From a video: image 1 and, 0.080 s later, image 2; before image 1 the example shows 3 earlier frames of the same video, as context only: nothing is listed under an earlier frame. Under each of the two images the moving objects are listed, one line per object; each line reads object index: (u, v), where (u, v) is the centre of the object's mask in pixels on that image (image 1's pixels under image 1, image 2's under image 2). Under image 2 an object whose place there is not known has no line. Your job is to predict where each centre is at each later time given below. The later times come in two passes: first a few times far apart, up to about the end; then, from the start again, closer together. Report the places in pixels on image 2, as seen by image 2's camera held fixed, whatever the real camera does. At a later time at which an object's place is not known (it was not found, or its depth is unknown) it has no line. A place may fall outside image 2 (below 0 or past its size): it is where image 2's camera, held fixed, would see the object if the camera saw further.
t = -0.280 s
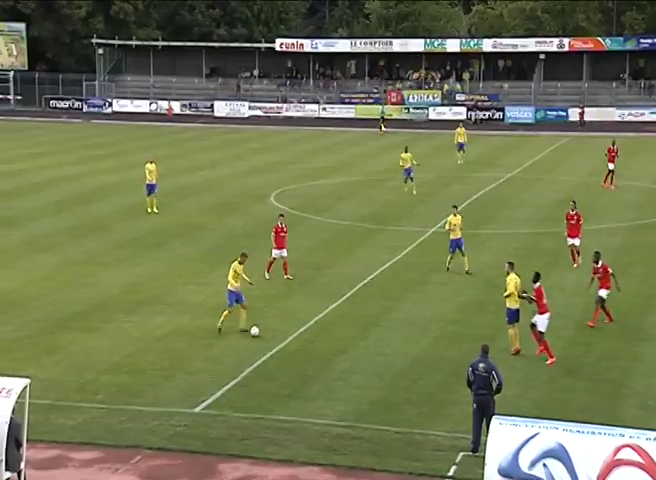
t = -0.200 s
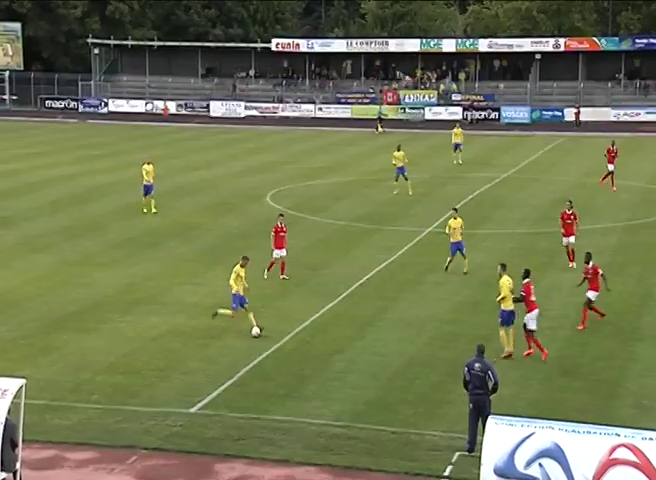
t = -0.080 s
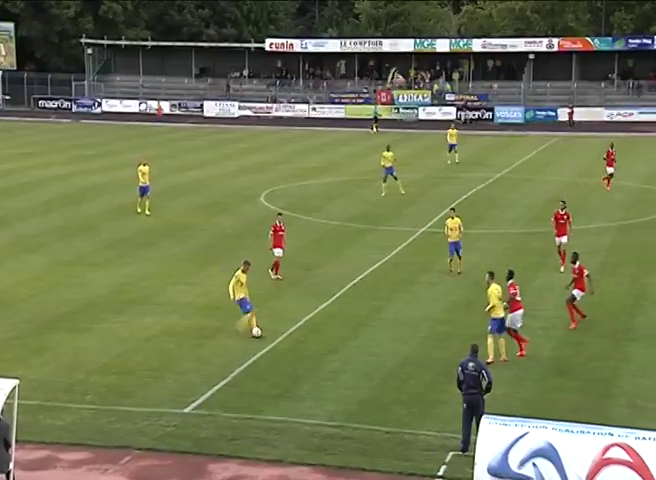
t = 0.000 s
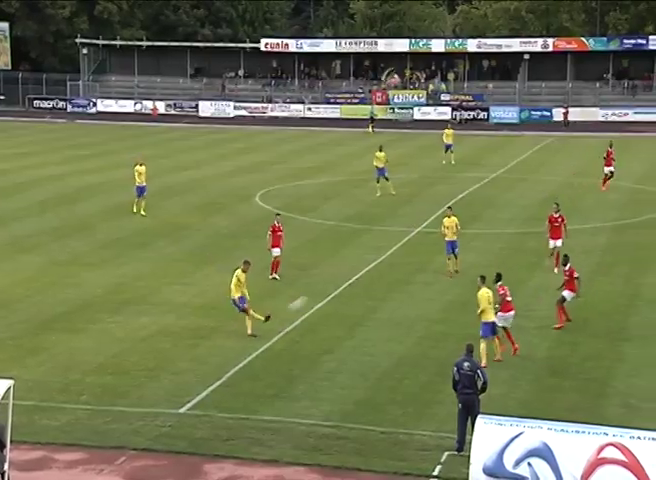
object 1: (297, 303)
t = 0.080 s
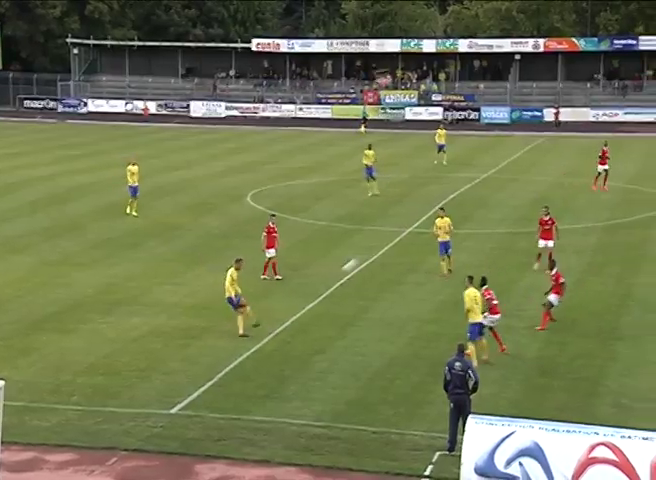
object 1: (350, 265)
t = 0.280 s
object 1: (490, 180)
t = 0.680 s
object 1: (739, 51)
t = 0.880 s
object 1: (850, 4)
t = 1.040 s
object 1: (937, -21)
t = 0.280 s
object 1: (490, 180)
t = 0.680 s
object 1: (739, 51)
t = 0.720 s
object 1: (760, 38)
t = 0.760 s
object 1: (784, 29)
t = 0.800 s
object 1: (807, 20)
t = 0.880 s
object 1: (850, 4)
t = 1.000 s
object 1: (915, -16)
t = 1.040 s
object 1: (937, -21)
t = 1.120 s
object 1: (978, -30)
